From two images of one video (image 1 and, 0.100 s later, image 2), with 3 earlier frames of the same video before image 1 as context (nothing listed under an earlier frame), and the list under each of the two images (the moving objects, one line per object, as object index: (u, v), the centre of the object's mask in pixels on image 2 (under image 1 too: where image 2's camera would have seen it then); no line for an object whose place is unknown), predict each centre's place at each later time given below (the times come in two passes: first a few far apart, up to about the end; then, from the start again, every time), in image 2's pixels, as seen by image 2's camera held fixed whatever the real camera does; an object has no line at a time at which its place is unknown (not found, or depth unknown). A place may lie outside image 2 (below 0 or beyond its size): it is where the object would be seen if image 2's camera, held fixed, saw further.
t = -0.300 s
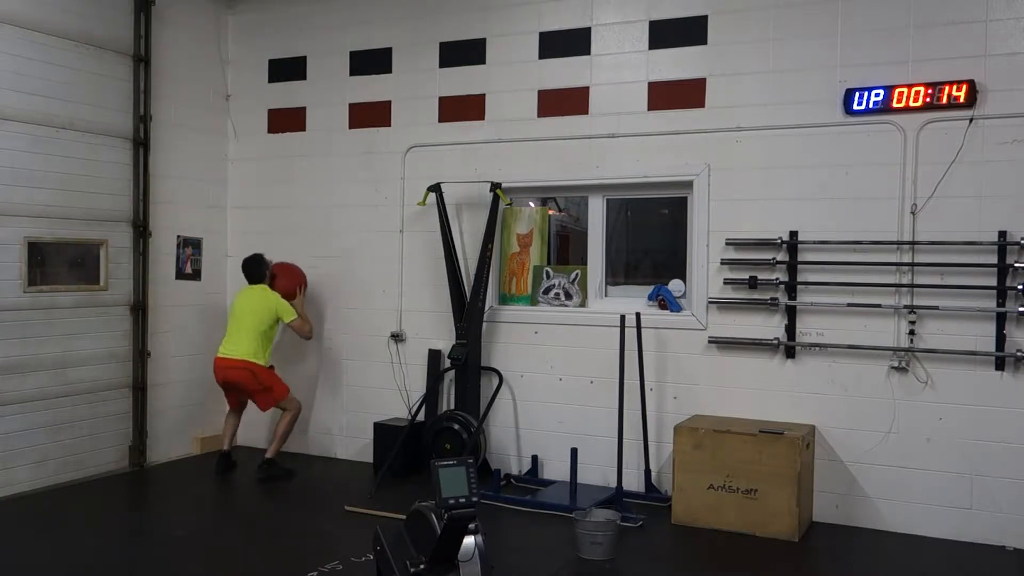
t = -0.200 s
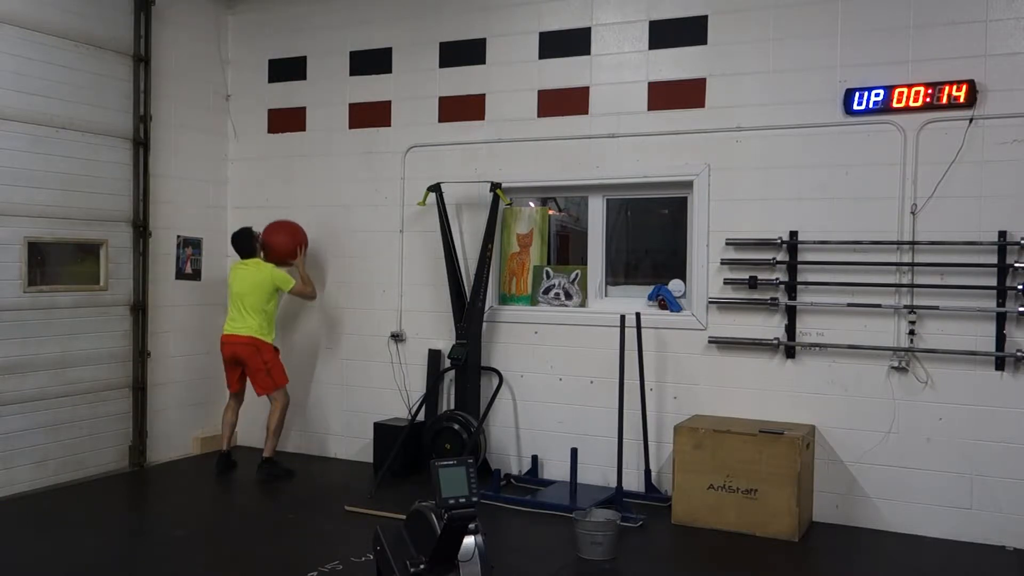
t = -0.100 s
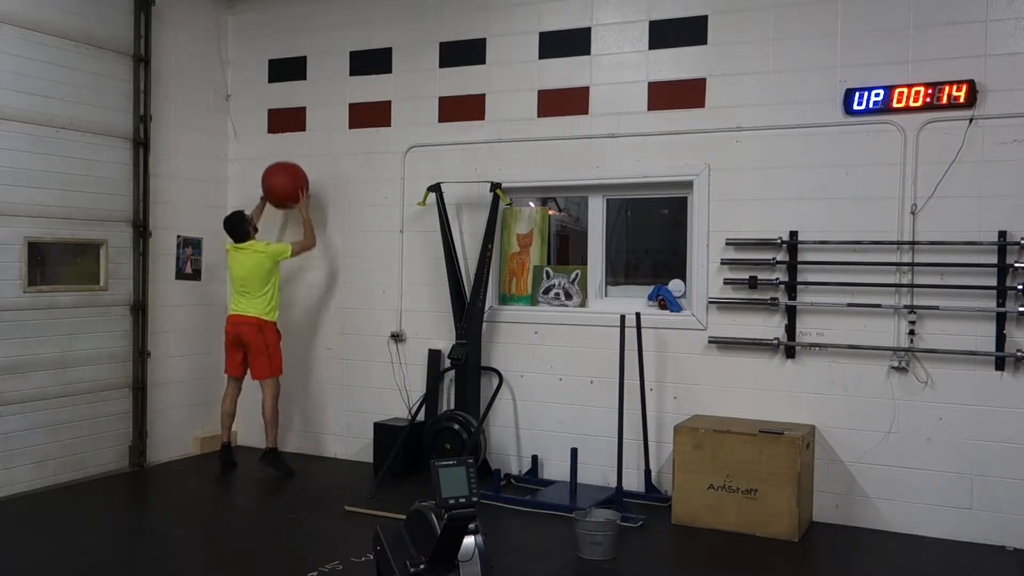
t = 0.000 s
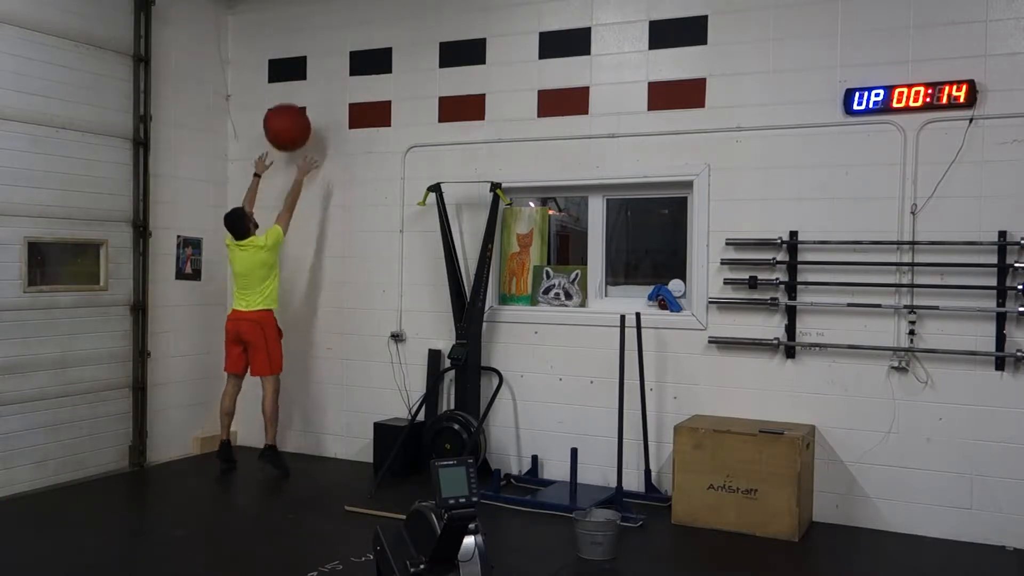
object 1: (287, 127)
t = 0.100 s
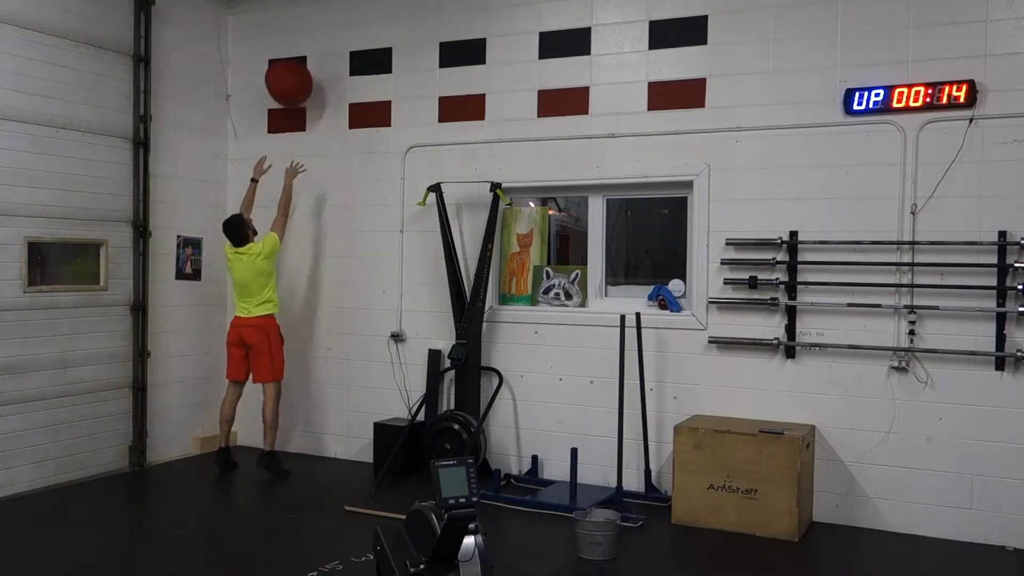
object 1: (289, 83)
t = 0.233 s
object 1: (291, 43)
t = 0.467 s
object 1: (295, 27)
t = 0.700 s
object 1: (290, 71)
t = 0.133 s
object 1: (290, 70)
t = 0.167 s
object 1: (290, 60)
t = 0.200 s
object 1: (291, 51)
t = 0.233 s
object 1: (291, 43)
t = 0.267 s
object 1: (292, 36)
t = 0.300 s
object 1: (293, 31)
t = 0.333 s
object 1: (293, 27)
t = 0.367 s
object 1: (294, 25)
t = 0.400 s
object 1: (294, 24)
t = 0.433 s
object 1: (295, 24)
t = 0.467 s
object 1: (295, 27)
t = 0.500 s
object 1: (296, 30)
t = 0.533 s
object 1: (296, 34)
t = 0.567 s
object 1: (295, 38)
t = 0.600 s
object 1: (294, 44)
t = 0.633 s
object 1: (293, 52)
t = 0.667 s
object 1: (292, 61)
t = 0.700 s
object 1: (290, 71)
